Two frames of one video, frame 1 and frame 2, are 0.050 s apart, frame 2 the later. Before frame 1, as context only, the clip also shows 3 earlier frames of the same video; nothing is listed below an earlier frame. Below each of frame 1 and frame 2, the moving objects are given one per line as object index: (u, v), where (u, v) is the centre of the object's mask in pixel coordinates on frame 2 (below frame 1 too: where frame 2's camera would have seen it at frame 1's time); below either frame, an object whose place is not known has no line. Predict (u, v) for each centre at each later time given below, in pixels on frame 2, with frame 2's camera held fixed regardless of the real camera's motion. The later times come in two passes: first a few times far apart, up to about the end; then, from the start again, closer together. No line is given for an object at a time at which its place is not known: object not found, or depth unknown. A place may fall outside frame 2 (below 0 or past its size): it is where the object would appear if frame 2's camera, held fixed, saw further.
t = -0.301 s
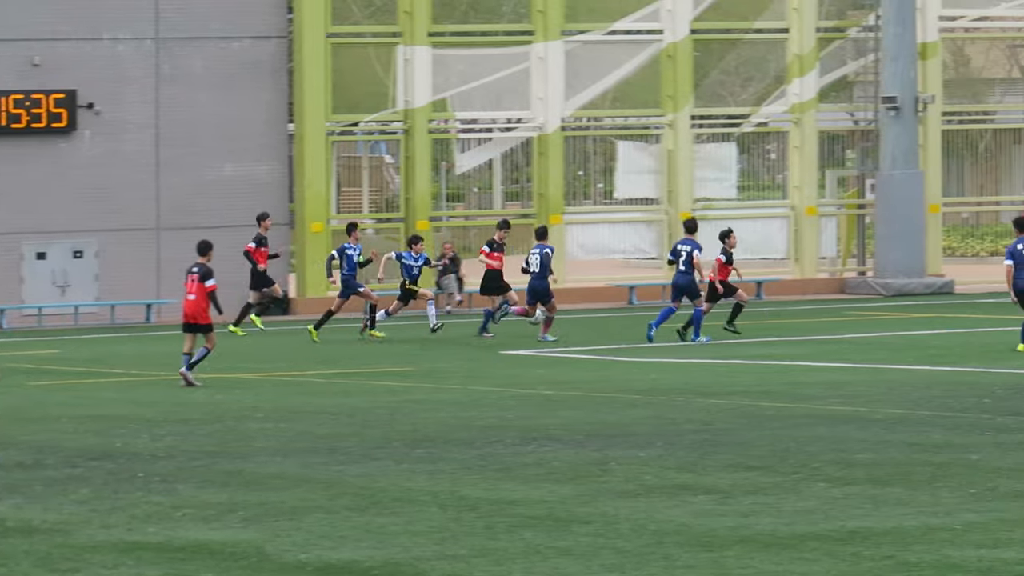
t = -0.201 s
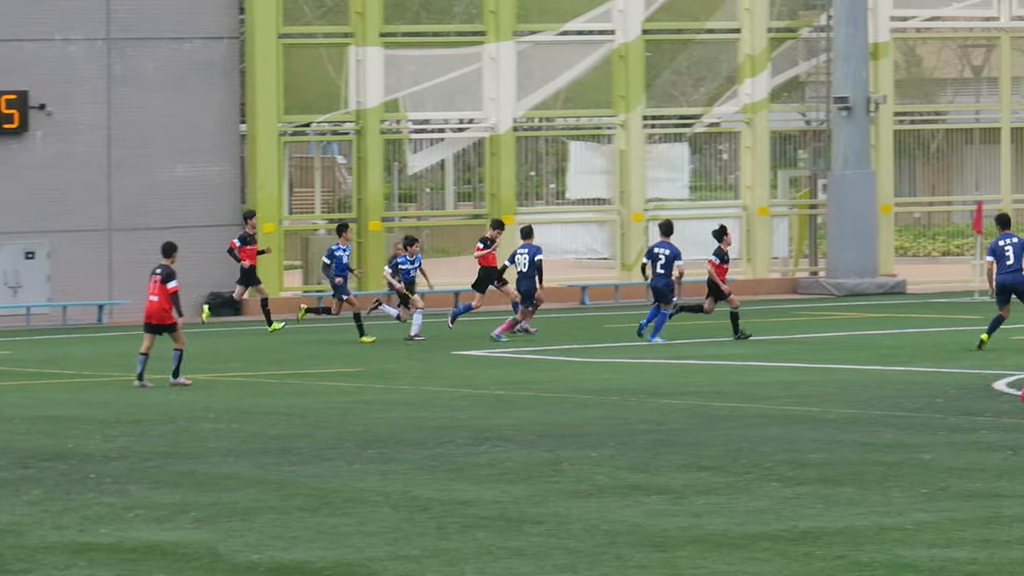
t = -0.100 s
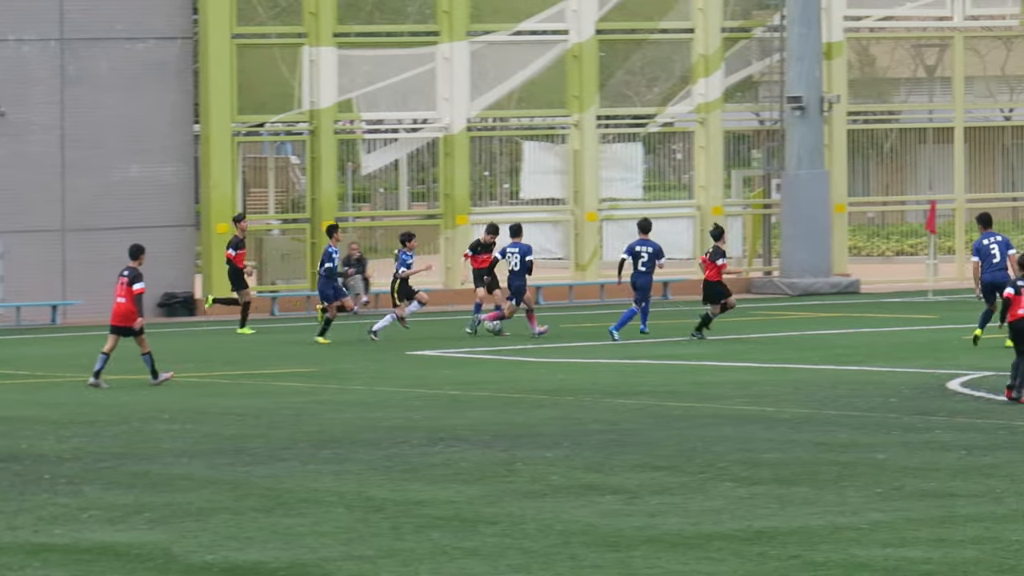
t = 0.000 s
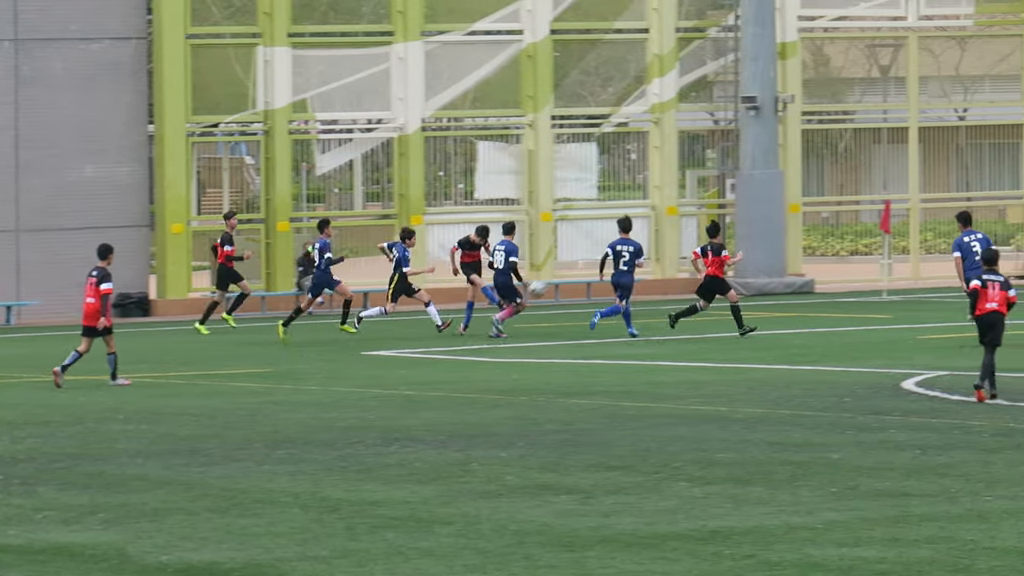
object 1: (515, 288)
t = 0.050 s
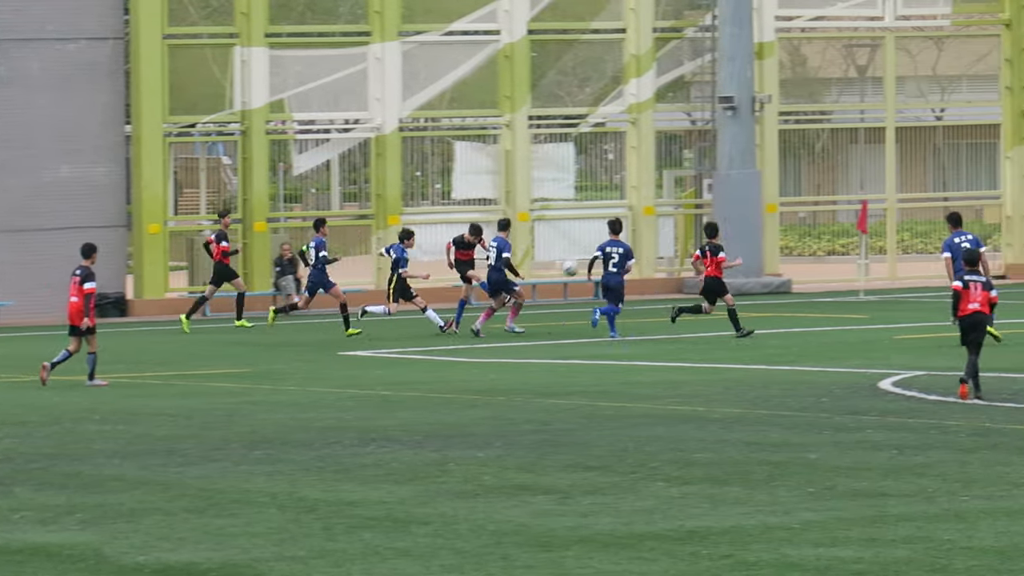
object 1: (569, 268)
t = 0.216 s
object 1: (757, 207)
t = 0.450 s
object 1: (1033, 142)
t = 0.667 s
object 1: (1298, 108)
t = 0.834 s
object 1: (1534, 109)
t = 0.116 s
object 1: (646, 240)
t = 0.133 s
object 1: (663, 236)
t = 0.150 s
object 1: (682, 229)
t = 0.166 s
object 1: (701, 223)
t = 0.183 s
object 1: (720, 218)
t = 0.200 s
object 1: (739, 212)
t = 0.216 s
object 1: (757, 207)
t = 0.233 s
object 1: (778, 201)
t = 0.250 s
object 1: (796, 196)
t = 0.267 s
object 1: (815, 192)
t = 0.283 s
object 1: (834, 187)
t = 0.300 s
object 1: (854, 182)
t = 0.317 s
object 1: (874, 177)
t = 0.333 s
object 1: (894, 173)
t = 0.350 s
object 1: (913, 168)
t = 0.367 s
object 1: (934, 163)
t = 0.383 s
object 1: (953, 158)
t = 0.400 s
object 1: (973, 154)
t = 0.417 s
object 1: (993, 149)
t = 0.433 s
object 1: (1013, 146)
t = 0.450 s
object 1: (1033, 142)
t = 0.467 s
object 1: (1053, 138)
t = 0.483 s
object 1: (1074, 133)
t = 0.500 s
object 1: (1095, 129)
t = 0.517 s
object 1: (1115, 126)
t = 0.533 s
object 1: (1136, 121)
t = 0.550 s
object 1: (1155, 120)
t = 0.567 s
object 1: (1174, 117)
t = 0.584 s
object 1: (1194, 116)
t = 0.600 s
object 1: (1214, 114)
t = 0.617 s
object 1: (1234, 112)
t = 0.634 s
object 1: (1255, 111)
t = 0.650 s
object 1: (1276, 110)
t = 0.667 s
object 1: (1298, 108)
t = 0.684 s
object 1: (1320, 107)
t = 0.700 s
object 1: (1342, 107)
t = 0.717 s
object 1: (1365, 107)
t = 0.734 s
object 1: (1387, 106)
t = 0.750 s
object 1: (1410, 107)
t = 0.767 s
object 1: (1433, 107)
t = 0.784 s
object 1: (1458, 107)
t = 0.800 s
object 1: (1483, 107)
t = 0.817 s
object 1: (1508, 108)
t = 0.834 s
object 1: (1534, 109)
